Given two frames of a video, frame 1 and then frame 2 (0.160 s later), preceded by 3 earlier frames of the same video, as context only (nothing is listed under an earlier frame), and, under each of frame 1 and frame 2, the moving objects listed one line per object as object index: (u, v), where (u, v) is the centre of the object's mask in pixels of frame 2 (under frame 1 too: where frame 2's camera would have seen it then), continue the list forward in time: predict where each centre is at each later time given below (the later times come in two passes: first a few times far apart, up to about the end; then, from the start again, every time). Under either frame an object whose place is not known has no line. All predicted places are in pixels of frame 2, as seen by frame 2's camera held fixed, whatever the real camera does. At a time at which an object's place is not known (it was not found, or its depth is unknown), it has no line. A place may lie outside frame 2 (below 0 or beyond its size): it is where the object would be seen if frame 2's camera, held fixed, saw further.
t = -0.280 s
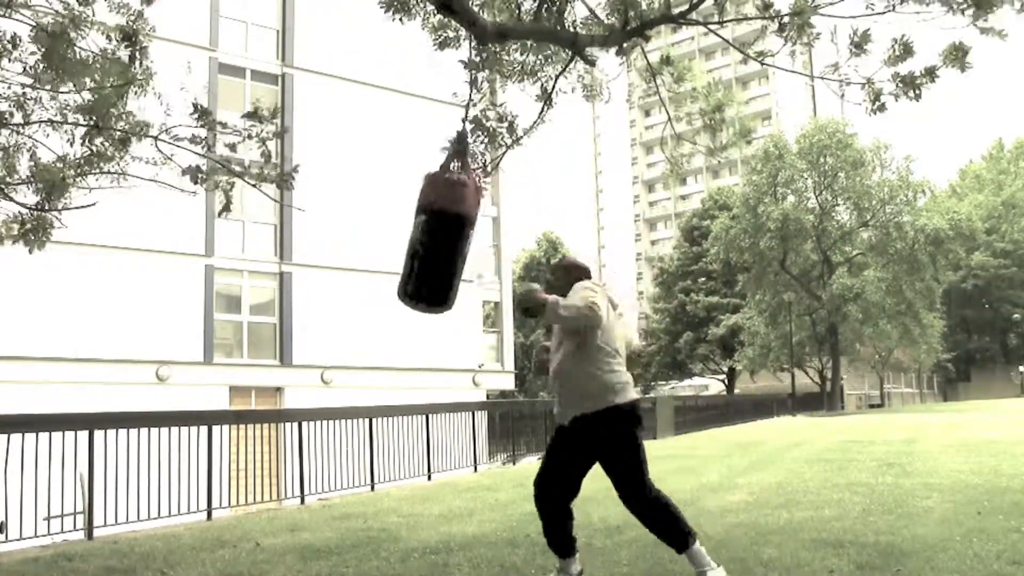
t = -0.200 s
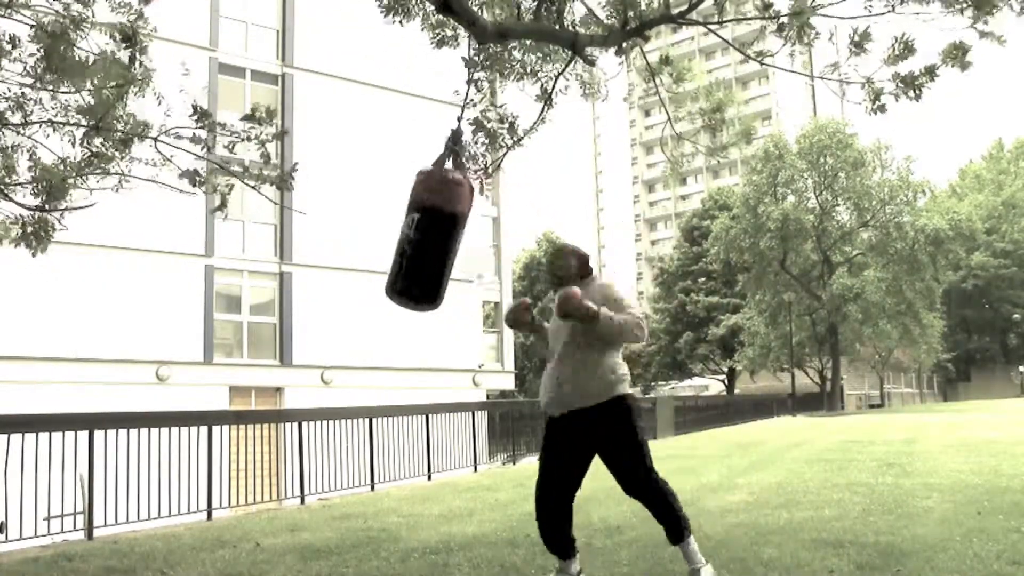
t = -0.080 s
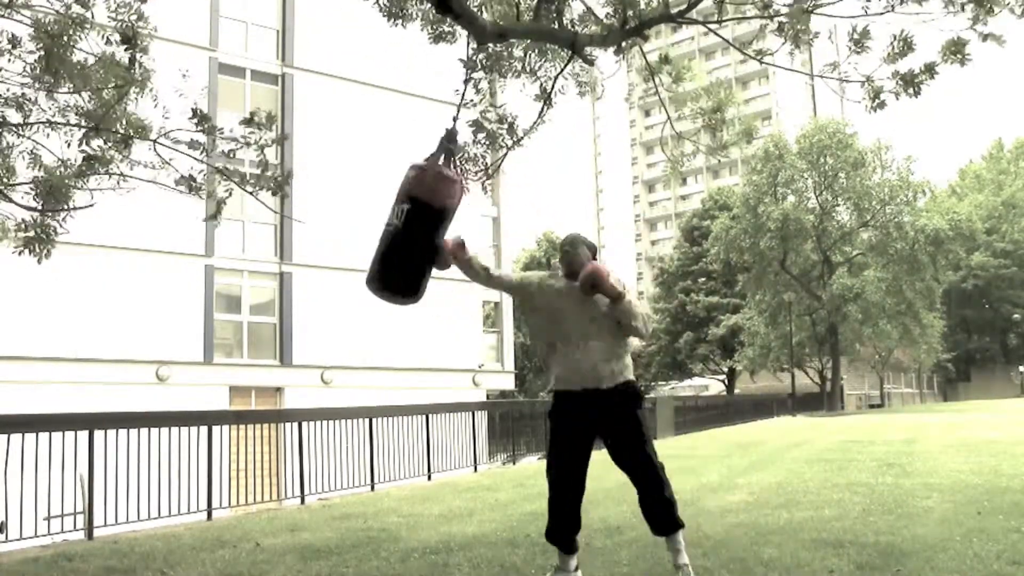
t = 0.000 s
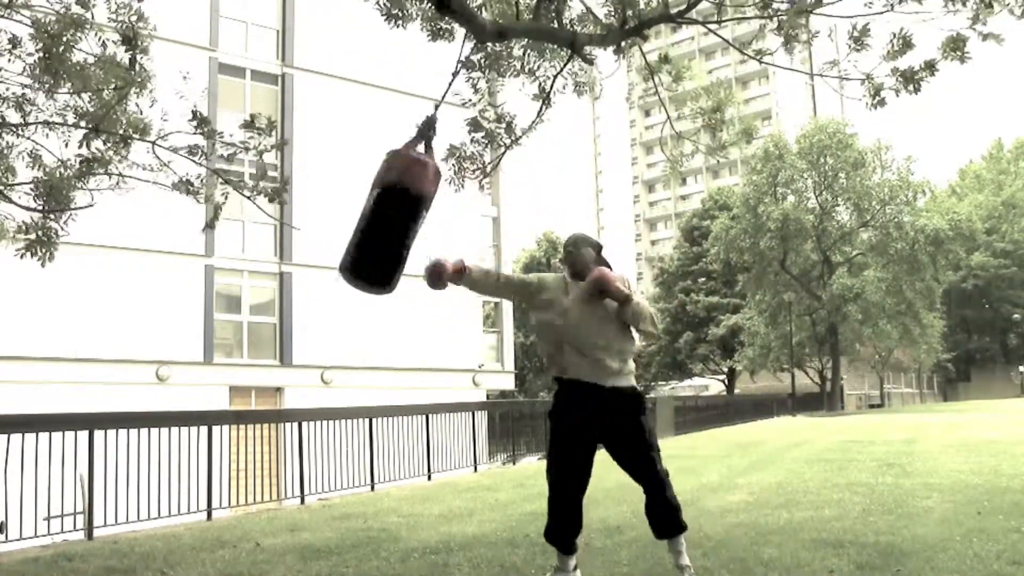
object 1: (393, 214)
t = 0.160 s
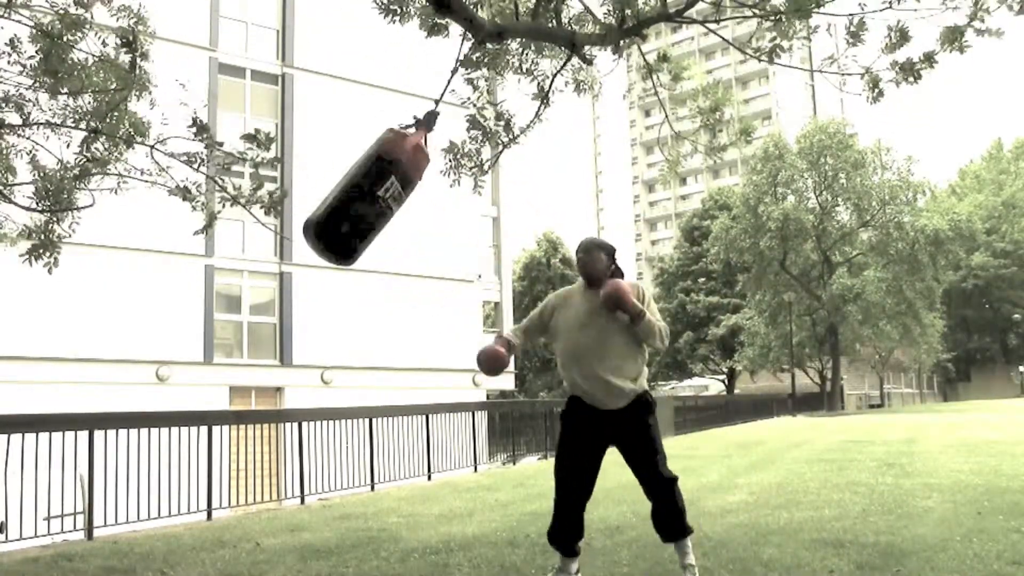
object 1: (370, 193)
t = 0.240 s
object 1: (365, 182)
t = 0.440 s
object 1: (383, 168)
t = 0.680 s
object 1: (446, 192)
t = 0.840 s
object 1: (498, 211)
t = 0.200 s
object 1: (367, 188)
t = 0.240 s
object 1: (365, 182)
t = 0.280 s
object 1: (365, 177)
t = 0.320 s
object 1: (367, 173)
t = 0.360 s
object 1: (371, 170)
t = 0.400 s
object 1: (376, 168)
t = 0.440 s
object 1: (383, 168)
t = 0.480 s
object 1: (391, 170)
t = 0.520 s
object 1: (400, 174)
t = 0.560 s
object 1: (411, 178)
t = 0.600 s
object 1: (422, 183)
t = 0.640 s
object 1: (434, 188)
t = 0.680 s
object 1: (446, 192)
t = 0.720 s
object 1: (460, 197)
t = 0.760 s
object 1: (473, 202)
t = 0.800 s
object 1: (486, 207)
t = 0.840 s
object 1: (498, 211)
